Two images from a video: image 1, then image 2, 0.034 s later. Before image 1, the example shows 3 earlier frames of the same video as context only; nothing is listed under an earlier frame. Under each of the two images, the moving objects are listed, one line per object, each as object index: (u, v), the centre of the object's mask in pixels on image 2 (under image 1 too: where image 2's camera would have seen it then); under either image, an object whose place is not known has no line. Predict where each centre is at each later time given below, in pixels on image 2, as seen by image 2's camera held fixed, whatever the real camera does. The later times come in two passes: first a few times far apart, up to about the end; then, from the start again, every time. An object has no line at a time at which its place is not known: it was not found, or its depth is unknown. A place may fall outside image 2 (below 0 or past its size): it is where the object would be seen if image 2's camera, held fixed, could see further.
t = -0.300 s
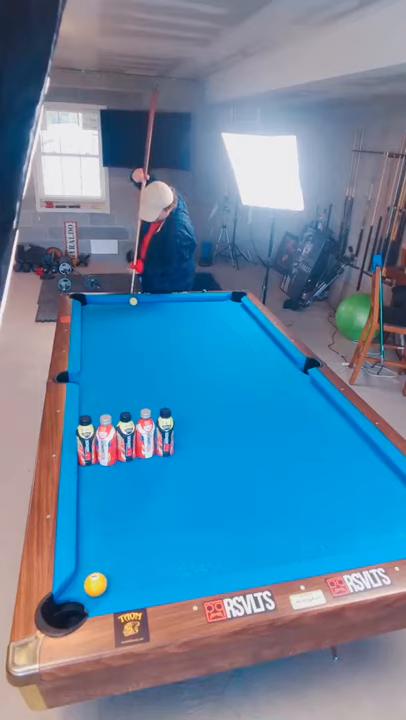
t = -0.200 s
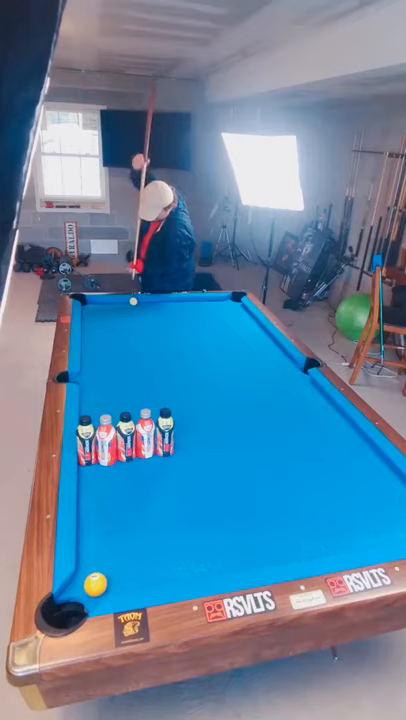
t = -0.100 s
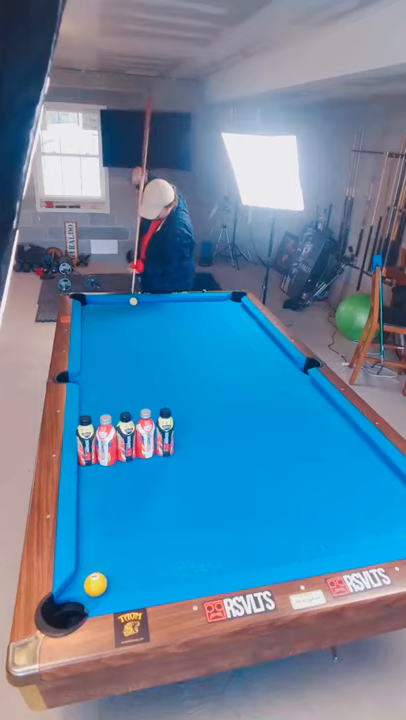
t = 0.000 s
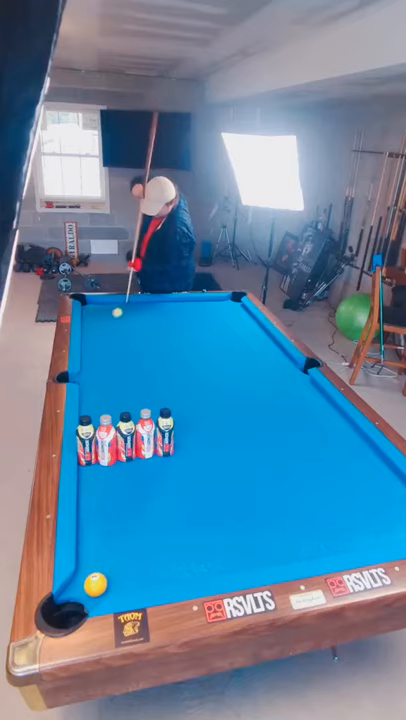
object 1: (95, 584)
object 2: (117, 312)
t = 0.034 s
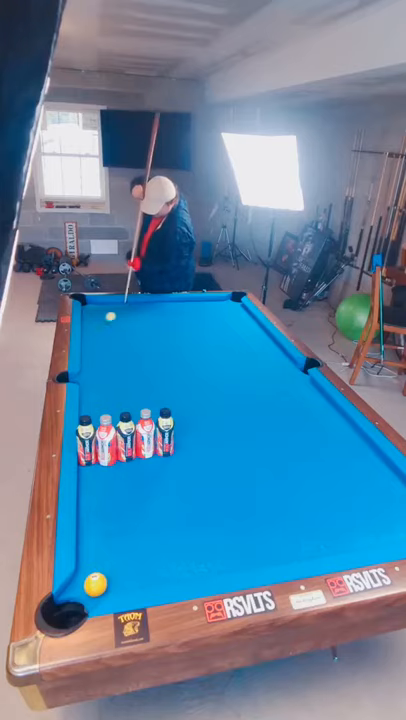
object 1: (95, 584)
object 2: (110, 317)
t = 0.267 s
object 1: (95, 584)
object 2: (110, 348)
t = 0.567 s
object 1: (95, 584)
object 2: (172, 389)
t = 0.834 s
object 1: (95, 584)
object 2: (216, 429)
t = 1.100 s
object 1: (95, 584)
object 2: (240, 470)
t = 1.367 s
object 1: (95, 584)
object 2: (236, 510)
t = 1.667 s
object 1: (95, 584)
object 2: (188, 547)
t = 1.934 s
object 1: (90, 588)
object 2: (112, 570)
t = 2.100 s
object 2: (94, 562)
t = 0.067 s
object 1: (95, 584)
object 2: (103, 322)
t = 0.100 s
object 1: (95, 584)
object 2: (95, 326)
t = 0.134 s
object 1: (95, 584)
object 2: (87, 331)
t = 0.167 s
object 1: (95, 584)
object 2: (88, 336)
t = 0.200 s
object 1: (95, 584)
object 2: (96, 340)
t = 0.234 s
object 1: (95, 584)
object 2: (103, 344)
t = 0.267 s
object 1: (95, 584)
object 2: (110, 348)
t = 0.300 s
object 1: (95, 584)
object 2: (118, 353)
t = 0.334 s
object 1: (95, 584)
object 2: (125, 357)
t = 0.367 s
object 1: (95, 584)
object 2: (132, 361)
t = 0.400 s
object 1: (95, 584)
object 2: (139, 366)
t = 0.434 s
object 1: (95, 584)
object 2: (146, 370)
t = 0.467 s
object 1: (95, 584)
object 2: (152, 375)
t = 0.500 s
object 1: (95, 584)
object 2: (159, 380)
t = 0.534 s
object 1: (95, 584)
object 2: (166, 384)
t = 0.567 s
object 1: (95, 584)
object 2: (172, 389)
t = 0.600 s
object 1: (95, 584)
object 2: (179, 394)
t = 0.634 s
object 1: (95, 584)
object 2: (185, 399)
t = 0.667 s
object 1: (95, 584)
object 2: (191, 404)
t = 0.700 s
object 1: (95, 584)
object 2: (196, 409)
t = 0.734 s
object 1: (95, 584)
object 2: (202, 414)
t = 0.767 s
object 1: (95, 584)
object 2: (207, 419)
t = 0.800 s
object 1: (95, 584)
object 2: (211, 424)
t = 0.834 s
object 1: (95, 584)
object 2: (216, 429)
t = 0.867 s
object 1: (95, 584)
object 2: (220, 434)
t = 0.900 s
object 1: (95, 584)
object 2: (224, 439)
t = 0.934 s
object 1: (95, 584)
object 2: (228, 445)
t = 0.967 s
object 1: (95, 584)
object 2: (231, 450)
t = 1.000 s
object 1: (95, 584)
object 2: (234, 455)
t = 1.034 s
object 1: (95, 584)
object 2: (237, 460)
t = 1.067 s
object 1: (95, 584)
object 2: (239, 465)
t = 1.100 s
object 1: (95, 584)
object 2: (240, 470)
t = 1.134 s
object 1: (95, 584)
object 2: (242, 475)
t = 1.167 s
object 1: (95, 584)
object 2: (242, 480)
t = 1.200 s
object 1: (95, 584)
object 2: (243, 485)
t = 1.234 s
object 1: (95, 584)
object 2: (243, 490)
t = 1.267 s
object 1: (95, 584)
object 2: (241, 495)
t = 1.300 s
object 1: (95, 584)
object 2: (240, 500)
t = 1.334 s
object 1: (95, 584)
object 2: (238, 505)
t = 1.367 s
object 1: (95, 584)
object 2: (236, 510)
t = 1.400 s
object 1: (95, 584)
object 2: (233, 514)
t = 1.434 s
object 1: (95, 584)
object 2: (230, 519)
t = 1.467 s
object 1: (95, 584)
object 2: (226, 523)
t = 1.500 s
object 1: (95, 584)
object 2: (221, 528)
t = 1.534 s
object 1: (95, 584)
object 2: (216, 532)
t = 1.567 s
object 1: (95, 584)
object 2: (210, 536)
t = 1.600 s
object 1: (95, 584)
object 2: (203, 540)
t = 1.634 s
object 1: (95, 584)
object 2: (196, 544)
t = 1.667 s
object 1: (95, 584)
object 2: (188, 547)
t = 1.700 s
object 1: (95, 584)
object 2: (179, 551)
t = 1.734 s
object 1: (95, 584)
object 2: (170, 554)
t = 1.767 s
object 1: (95, 584)
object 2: (160, 558)
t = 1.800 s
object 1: (95, 584)
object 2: (149, 561)
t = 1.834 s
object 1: (95, 584)
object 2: (139, 564)
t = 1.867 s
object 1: (95, 584)
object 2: (128, 567)
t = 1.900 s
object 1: (95, 584)
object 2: (118, 571)
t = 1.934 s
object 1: (90, 588)
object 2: (112, 570)
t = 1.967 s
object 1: (82, 595)
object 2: (110, 568)
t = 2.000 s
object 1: (75, 603)
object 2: (106, 566)
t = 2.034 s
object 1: (68, 613)
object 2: (102, 564)
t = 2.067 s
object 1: (63, 621)
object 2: (98, 563)
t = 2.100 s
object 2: (94, 562)
